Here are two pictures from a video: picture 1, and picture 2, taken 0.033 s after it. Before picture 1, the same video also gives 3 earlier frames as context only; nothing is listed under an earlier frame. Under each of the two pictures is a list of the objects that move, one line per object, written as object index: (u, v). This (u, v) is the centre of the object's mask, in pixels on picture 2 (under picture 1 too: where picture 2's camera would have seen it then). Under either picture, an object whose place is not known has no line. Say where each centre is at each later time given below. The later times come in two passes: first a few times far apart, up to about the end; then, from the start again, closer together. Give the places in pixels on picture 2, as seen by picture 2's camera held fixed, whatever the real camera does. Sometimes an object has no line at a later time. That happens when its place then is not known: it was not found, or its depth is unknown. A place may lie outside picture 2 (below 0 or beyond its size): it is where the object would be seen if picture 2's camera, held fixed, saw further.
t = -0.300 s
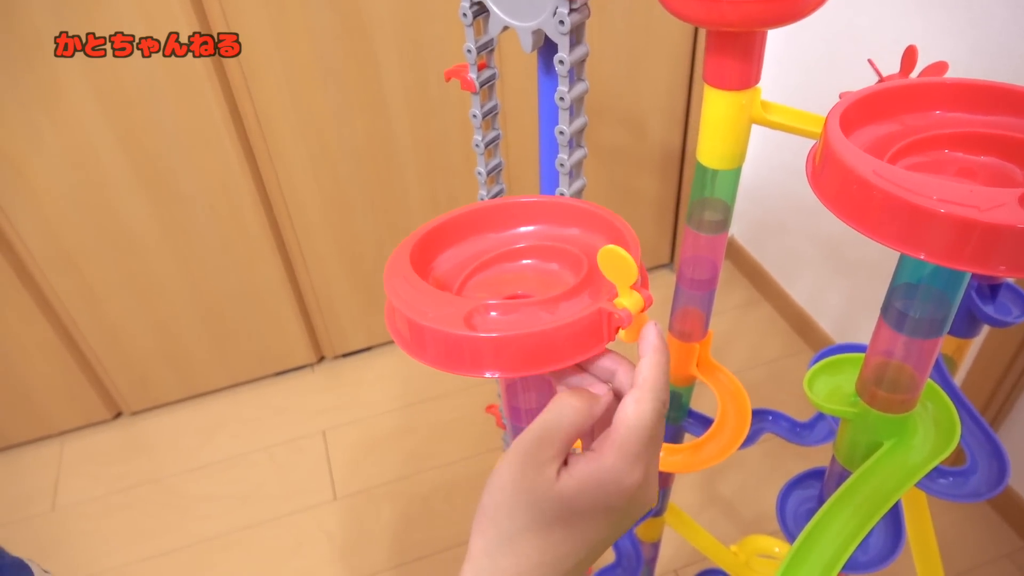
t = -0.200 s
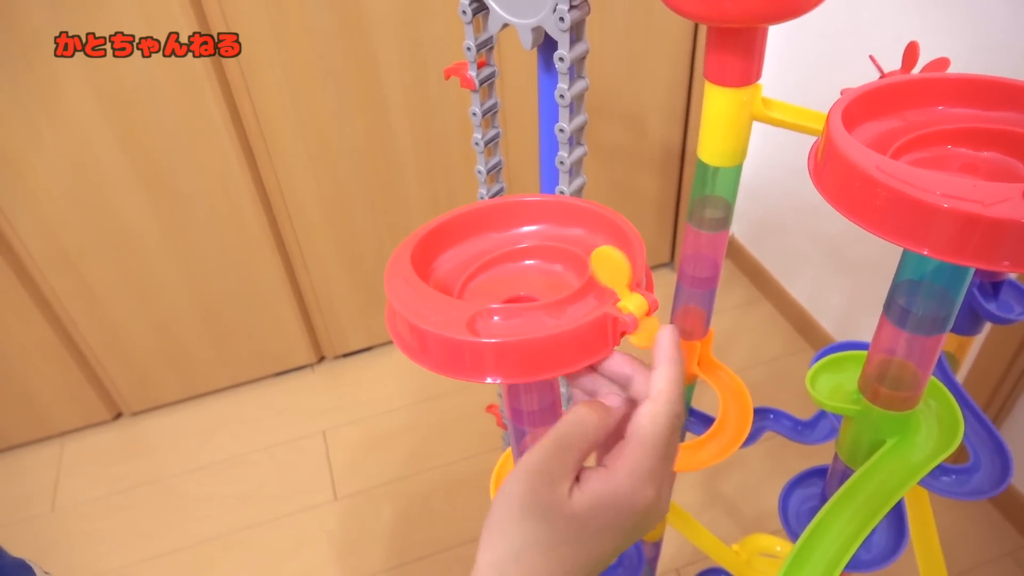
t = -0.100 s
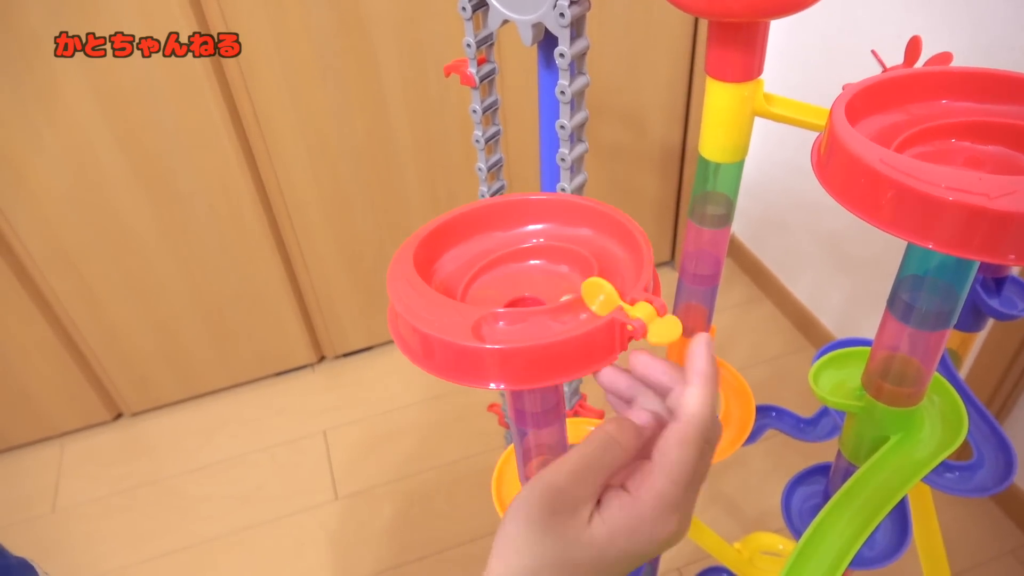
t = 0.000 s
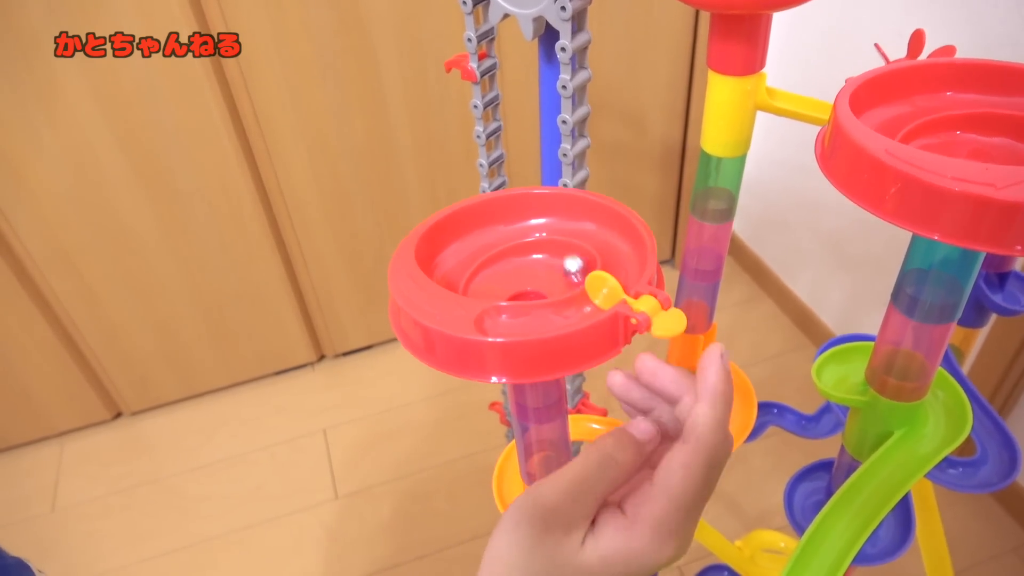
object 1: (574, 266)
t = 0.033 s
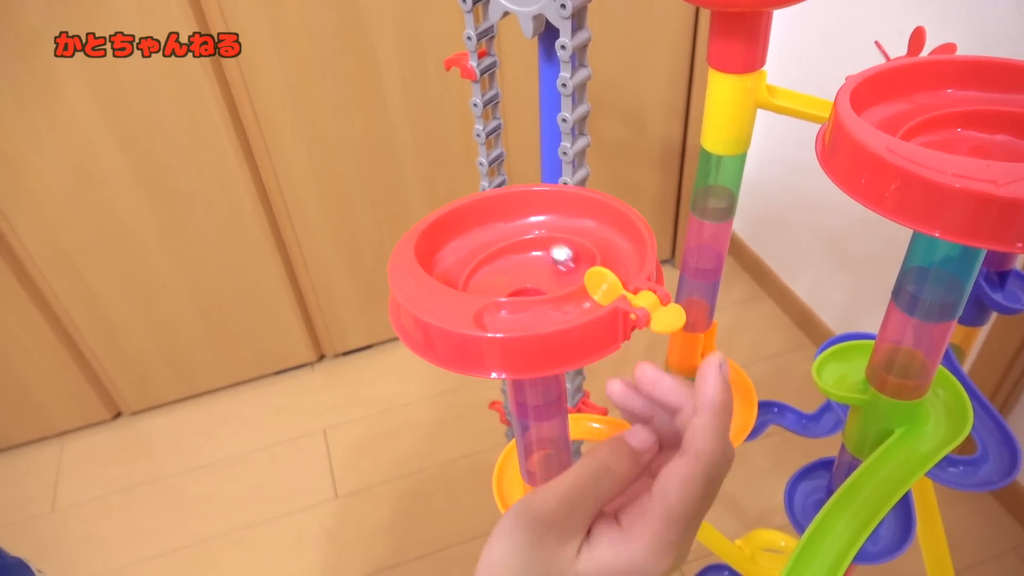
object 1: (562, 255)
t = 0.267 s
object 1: (471, 290)
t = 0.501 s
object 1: (535, 291)
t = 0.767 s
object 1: (493, 262)
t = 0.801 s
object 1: (487, 267)
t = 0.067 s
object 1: (544, 248)
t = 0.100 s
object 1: (523, 249)
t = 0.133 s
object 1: (502, 253)
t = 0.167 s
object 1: (485, 262)
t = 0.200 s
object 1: (475, 273)
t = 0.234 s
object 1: (471, 284)
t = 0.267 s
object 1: (471, 290)
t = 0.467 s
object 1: (526, 295)
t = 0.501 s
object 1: (535, 291)
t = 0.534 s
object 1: (541, 283)
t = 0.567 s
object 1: (540, 275)
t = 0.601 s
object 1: (535, 260)
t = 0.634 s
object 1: (530, 252)
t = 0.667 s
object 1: (520, 254)
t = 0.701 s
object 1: (510, 255)
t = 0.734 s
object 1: (501, 258)
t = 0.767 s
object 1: (493, 262)
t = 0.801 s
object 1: (487, 267)
